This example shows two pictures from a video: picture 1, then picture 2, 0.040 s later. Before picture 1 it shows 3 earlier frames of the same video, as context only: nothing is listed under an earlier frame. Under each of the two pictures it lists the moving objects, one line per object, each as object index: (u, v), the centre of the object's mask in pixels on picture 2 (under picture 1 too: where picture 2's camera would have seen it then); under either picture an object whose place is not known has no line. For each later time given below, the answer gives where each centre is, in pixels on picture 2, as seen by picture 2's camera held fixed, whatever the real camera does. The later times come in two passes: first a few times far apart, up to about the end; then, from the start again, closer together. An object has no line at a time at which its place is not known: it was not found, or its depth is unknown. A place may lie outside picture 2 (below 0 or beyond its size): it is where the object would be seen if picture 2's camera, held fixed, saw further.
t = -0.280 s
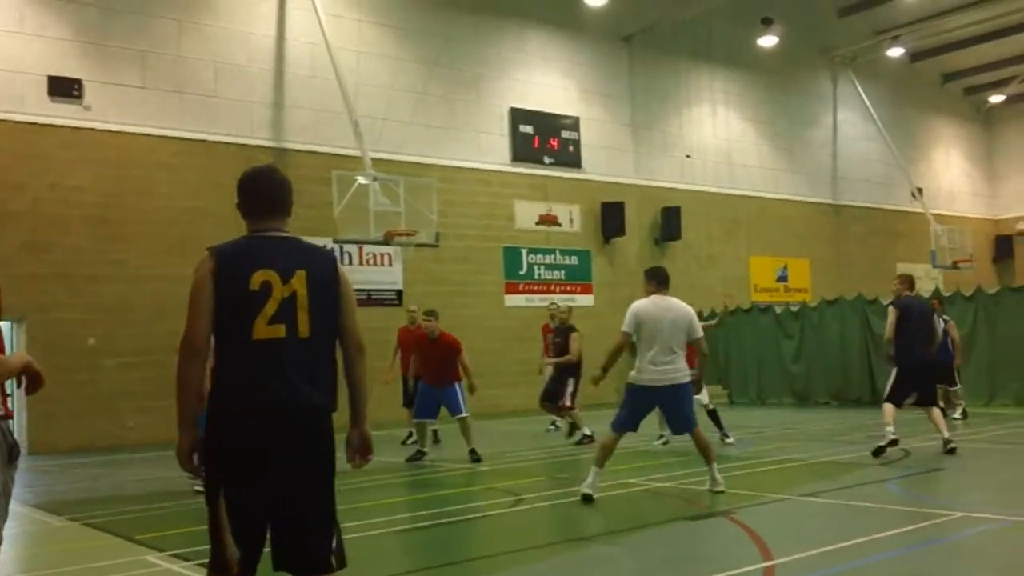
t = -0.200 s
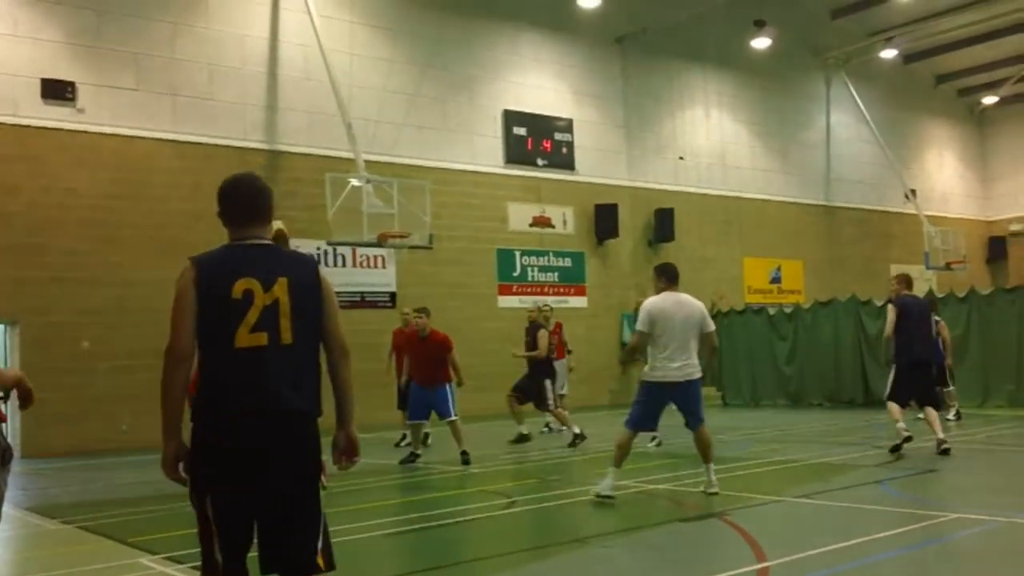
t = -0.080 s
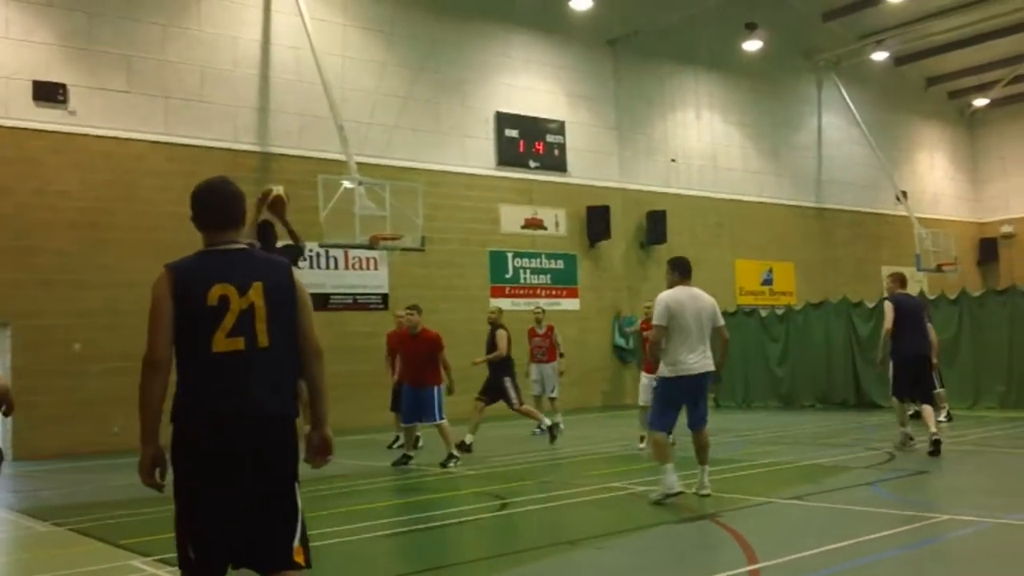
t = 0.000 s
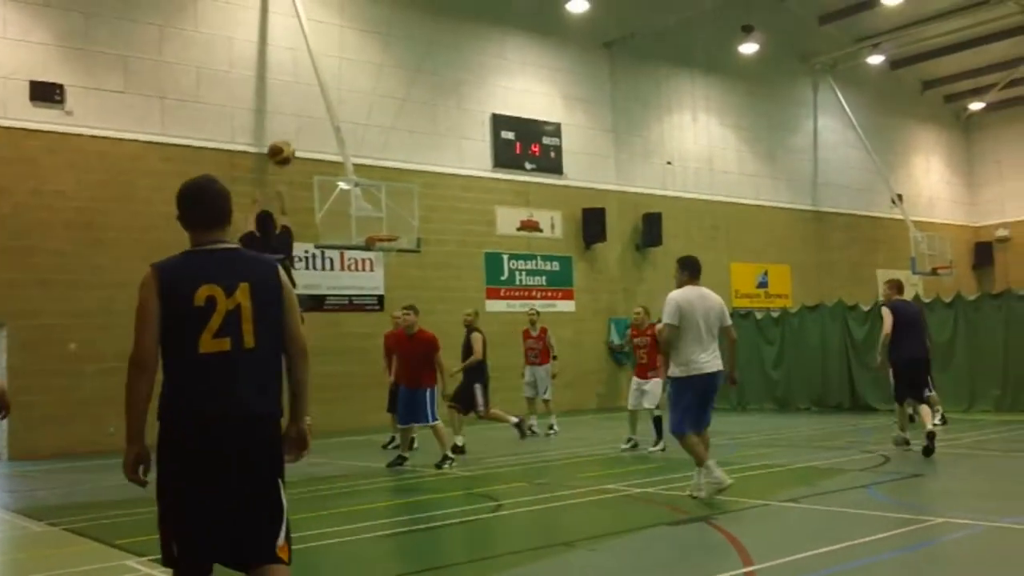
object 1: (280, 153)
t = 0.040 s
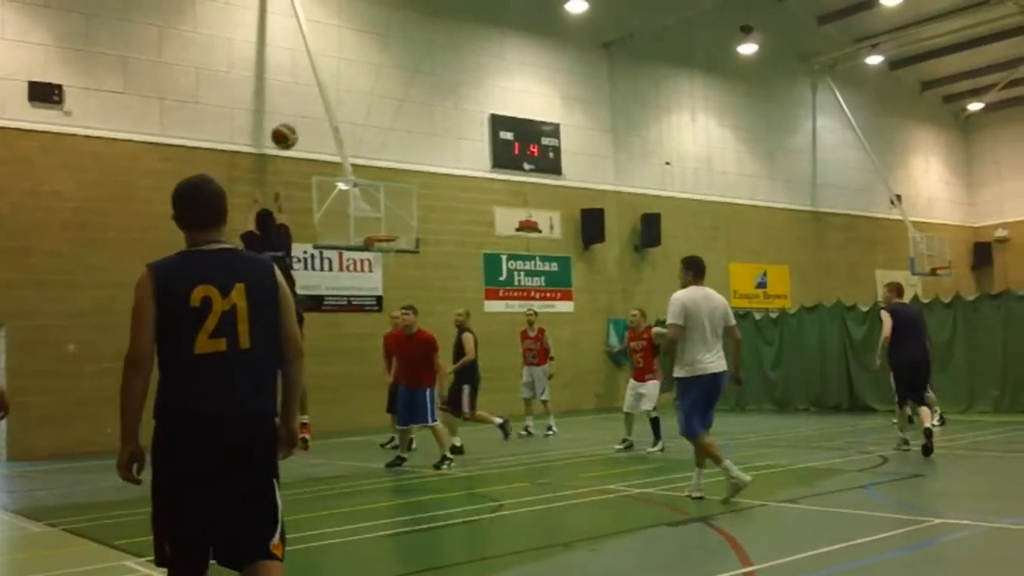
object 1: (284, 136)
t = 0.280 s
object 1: (312, 62)
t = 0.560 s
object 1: (337, 57)
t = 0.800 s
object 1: (356, 101)
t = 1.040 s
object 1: (372, 172)
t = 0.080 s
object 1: (291, 114)
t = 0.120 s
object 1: (294, 102)
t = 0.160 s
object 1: (298, 92)
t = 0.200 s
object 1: (304, 78)
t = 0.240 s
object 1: (307, 70)
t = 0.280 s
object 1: (312, 62)
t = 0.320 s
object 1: (316, 58)
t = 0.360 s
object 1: (319, 55)
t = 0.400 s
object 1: (324, 52)
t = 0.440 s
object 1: (328, 52)
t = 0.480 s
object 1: (332, 53)
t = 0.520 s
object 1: (334, 55)
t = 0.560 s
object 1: (337, 57)
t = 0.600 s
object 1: (341, 63)
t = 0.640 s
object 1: (344, 68)
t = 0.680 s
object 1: (348, 76)
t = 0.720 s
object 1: (350, 82)
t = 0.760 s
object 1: (353, 89)
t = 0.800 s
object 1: (356, 101)
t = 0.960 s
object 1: (367, 144)
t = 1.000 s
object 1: (371, 160)
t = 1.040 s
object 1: (372, 172)
